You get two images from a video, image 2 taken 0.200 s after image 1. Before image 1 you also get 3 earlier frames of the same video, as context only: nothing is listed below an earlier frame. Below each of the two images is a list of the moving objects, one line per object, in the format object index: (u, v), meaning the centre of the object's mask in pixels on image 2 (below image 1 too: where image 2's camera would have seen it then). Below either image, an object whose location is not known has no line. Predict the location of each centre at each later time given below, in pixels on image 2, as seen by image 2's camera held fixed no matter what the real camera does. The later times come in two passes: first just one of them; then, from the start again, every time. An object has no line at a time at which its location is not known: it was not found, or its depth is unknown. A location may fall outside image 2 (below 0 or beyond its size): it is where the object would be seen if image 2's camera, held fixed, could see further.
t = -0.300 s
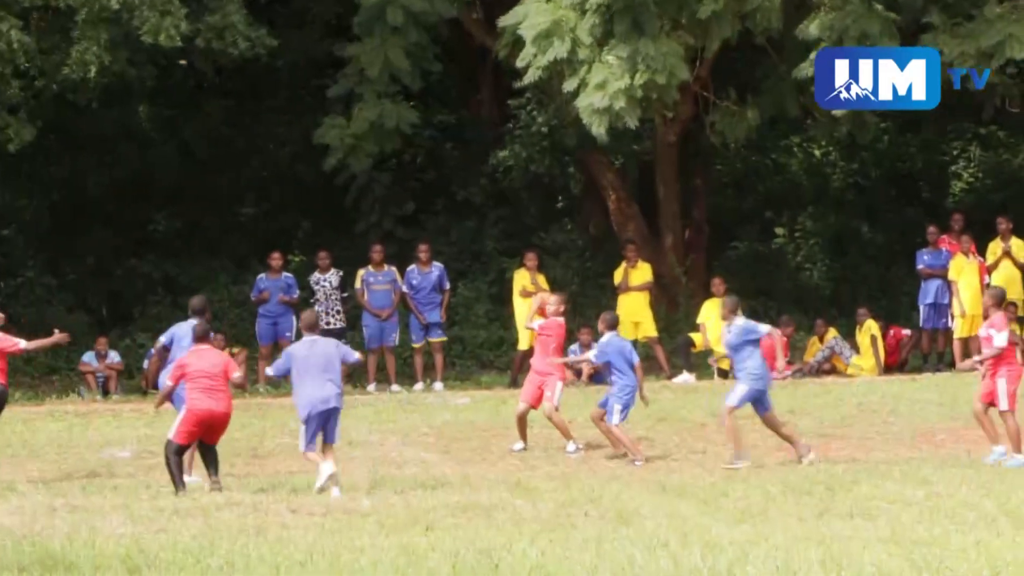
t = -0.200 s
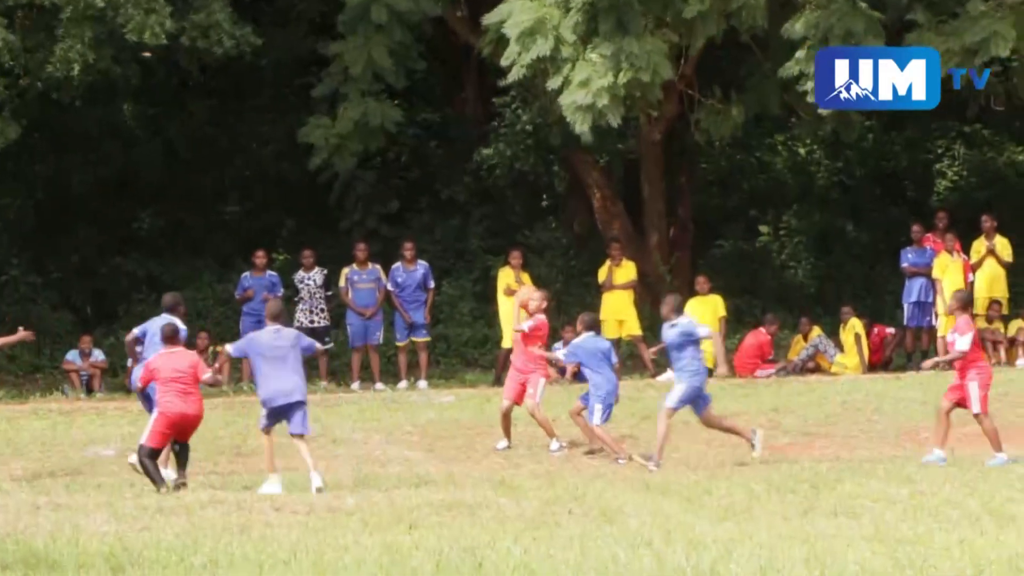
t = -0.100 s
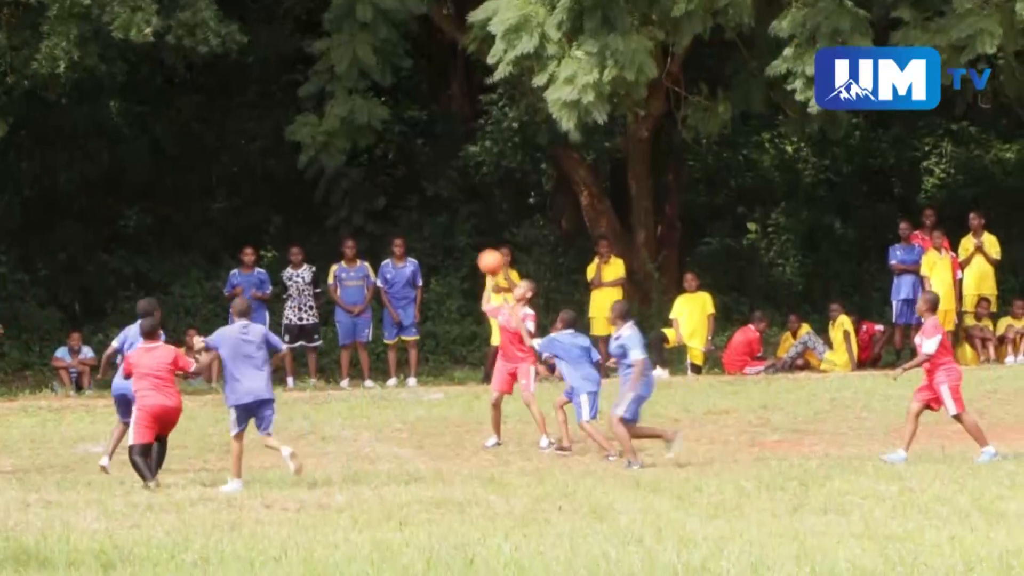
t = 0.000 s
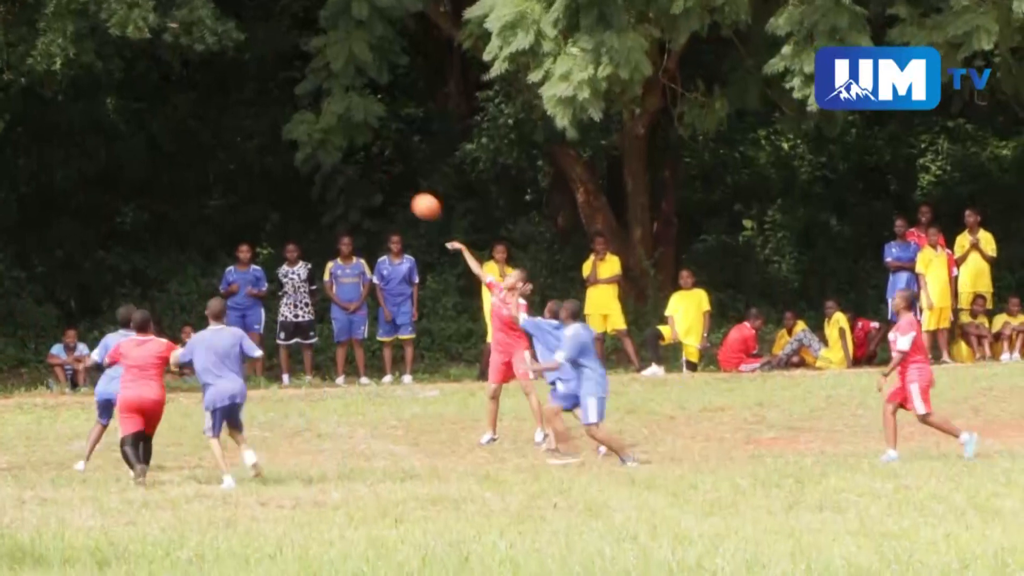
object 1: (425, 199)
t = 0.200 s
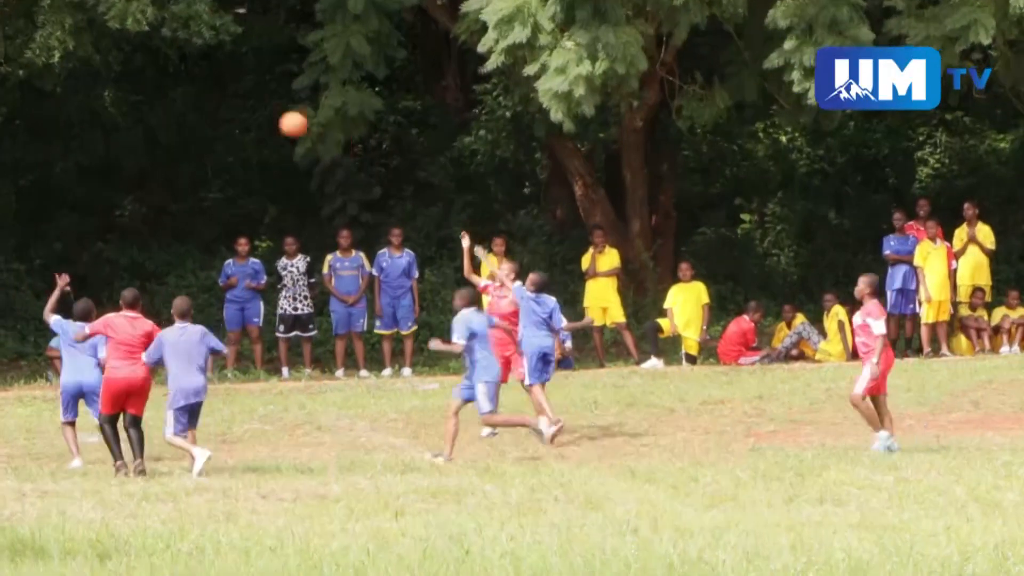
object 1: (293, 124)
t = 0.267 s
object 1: (249, 110)
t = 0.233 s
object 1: (271, 117)
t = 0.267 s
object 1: (249, 110)
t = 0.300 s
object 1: (227, 104)
